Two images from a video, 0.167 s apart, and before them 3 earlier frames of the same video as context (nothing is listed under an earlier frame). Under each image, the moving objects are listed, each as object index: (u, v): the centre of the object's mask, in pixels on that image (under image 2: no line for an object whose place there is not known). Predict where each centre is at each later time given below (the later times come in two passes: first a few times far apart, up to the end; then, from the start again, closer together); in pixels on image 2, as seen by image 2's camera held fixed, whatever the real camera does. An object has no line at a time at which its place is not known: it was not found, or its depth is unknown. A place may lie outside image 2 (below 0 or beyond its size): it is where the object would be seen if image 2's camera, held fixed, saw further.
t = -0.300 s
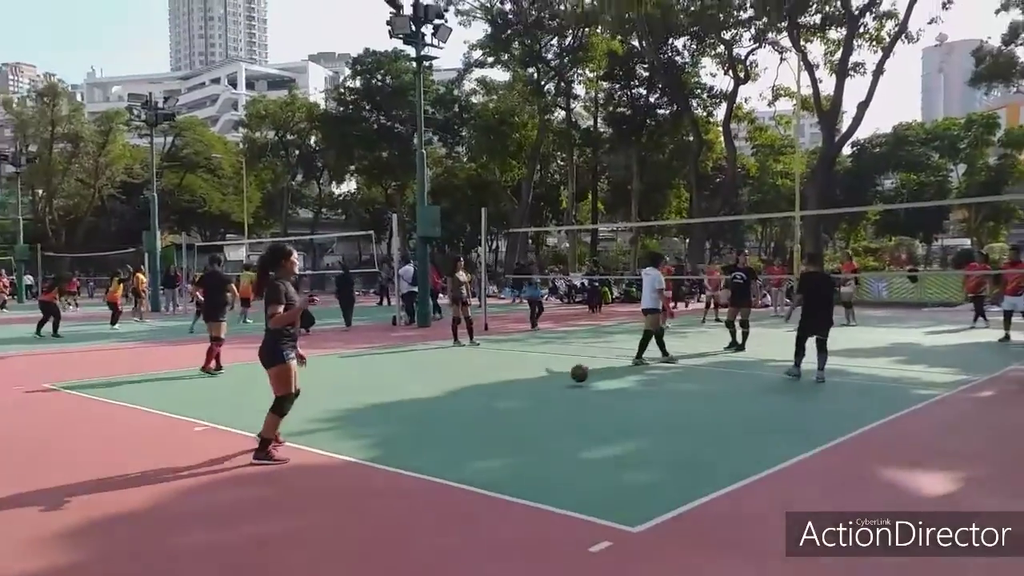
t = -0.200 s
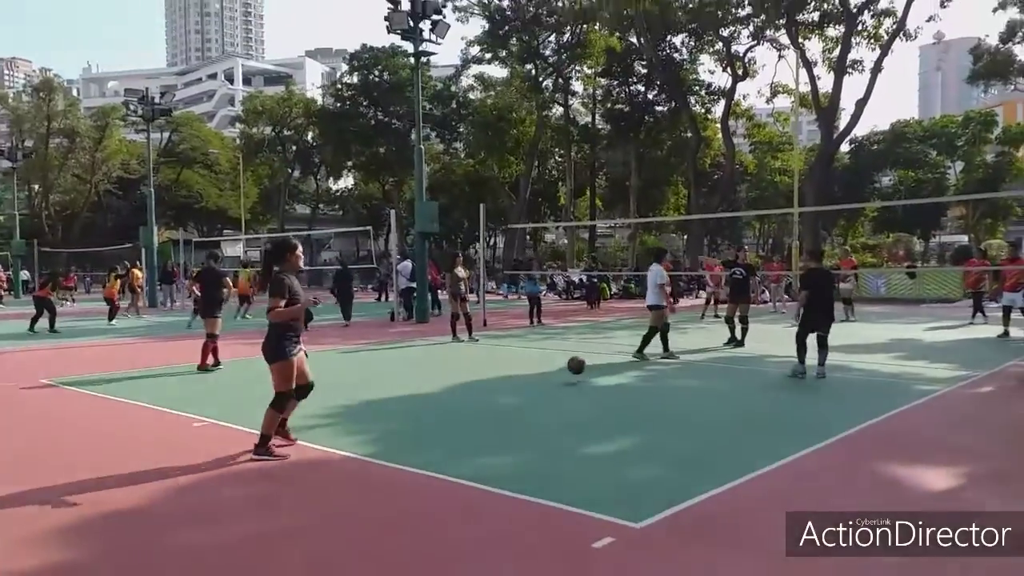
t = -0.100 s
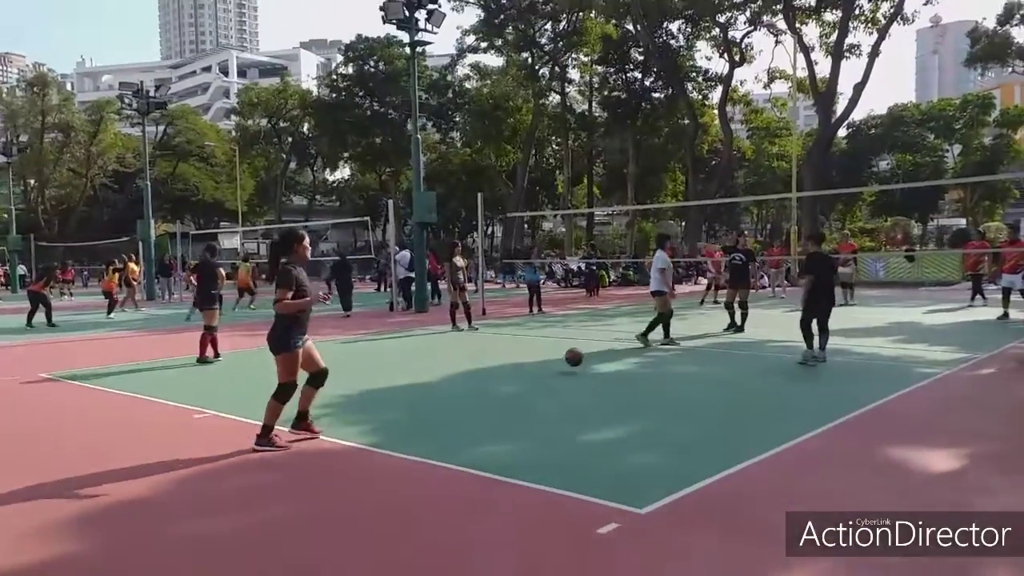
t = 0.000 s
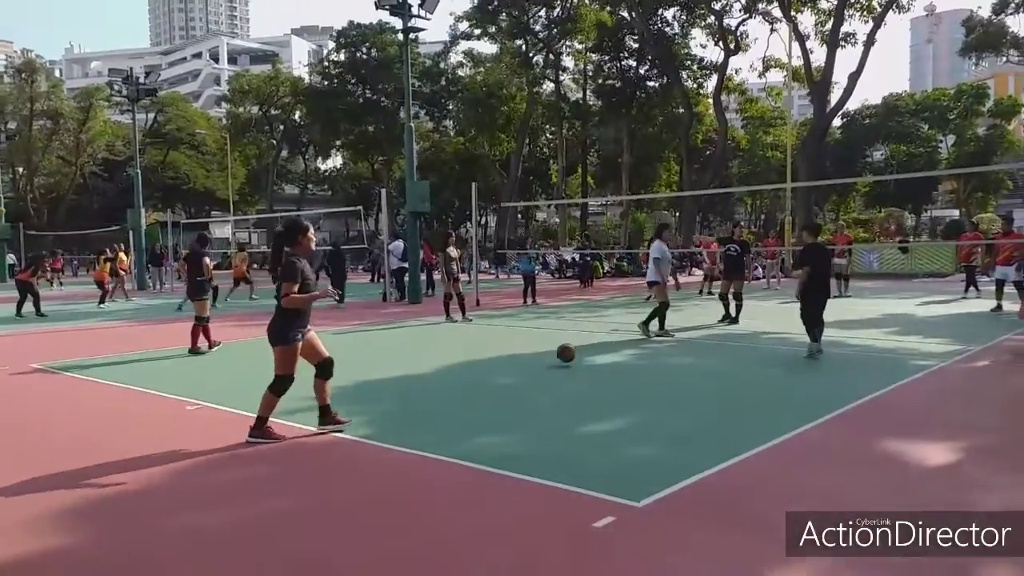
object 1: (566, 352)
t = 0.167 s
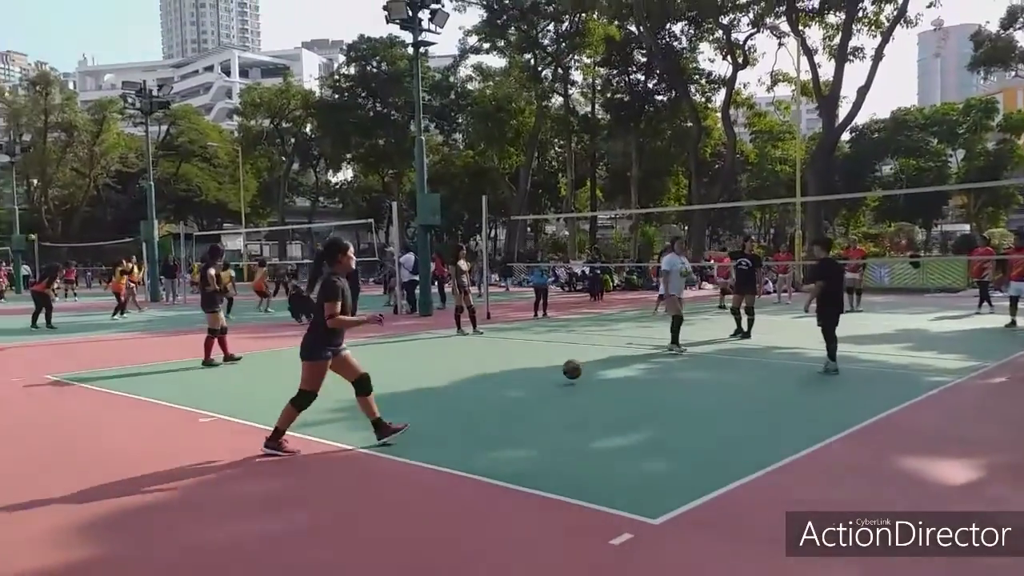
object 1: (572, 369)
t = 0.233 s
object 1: (570, 373)
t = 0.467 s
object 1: (562, 378)
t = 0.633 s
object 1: (558, 382)
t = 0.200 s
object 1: (571, 373)
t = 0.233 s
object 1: (570, 373)
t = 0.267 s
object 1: (569, 371)
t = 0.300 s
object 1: (568, 370)
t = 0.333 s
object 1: (566, 371)
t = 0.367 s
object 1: (565, 373)
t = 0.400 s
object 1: (565, 375)
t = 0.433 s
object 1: (564, 378)
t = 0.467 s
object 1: (562, 378)
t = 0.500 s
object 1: (562, 377)
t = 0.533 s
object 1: (561, 376)
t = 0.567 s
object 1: (559, 377)
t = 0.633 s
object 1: (558, 382)
